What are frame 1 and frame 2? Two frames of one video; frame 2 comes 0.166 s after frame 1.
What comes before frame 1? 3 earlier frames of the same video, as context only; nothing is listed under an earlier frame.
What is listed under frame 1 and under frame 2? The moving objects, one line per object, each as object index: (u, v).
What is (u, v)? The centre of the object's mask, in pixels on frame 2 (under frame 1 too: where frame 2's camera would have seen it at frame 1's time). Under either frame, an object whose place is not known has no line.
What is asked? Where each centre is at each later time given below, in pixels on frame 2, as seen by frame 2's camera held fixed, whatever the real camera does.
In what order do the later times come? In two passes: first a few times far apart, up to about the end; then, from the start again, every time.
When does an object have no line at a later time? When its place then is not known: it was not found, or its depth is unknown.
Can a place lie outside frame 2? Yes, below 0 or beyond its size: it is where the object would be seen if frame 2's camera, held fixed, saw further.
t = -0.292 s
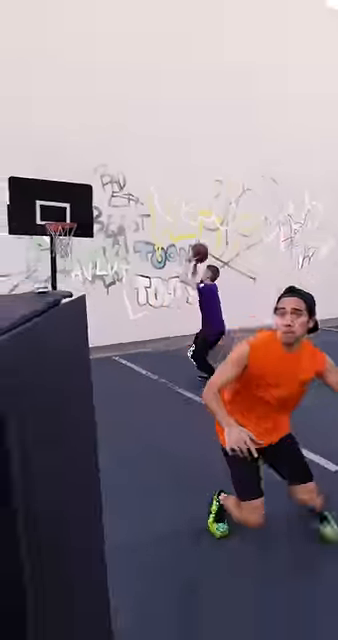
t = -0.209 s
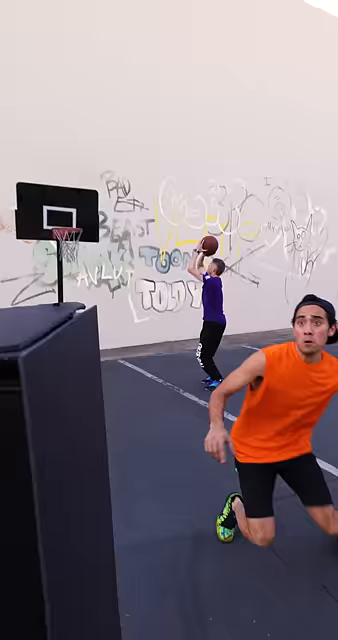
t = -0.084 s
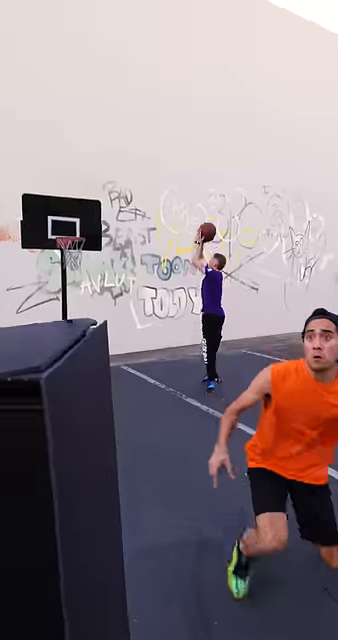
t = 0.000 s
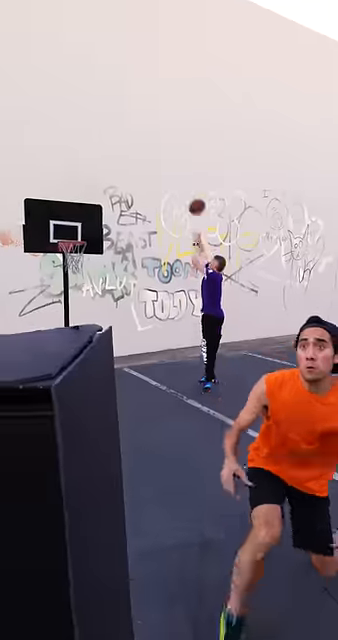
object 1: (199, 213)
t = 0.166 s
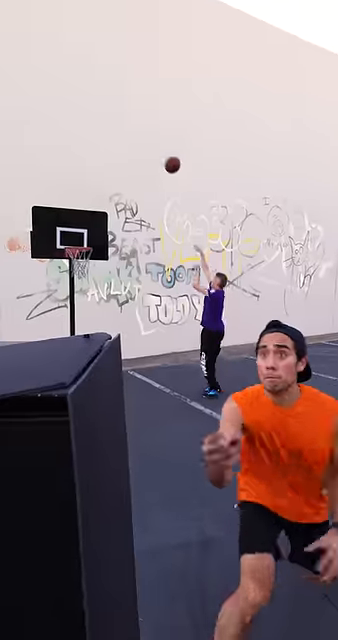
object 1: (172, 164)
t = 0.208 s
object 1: (166, 155)
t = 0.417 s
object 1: (136, 131)
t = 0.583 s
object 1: (115, 139)
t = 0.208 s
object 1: (166, 155)
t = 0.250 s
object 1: (159, 147)
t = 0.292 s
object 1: (153, 140)
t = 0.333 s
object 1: (147, 135)
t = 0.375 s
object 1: (141, 132)
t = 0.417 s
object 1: (136, 131)
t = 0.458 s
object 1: (131, 131)
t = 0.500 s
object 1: (126, 133)
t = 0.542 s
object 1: (121, 136)
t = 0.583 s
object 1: (115, 139)
